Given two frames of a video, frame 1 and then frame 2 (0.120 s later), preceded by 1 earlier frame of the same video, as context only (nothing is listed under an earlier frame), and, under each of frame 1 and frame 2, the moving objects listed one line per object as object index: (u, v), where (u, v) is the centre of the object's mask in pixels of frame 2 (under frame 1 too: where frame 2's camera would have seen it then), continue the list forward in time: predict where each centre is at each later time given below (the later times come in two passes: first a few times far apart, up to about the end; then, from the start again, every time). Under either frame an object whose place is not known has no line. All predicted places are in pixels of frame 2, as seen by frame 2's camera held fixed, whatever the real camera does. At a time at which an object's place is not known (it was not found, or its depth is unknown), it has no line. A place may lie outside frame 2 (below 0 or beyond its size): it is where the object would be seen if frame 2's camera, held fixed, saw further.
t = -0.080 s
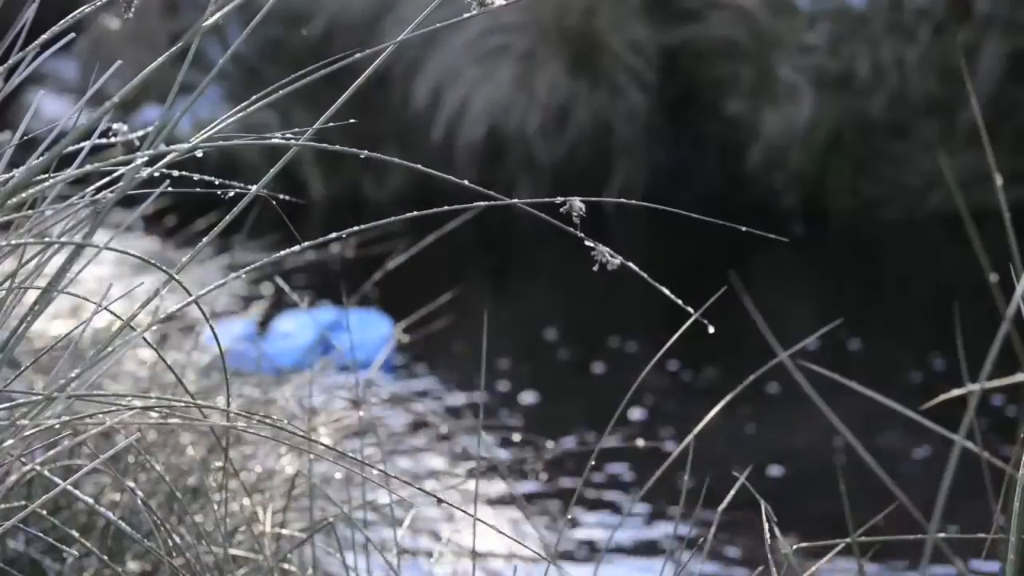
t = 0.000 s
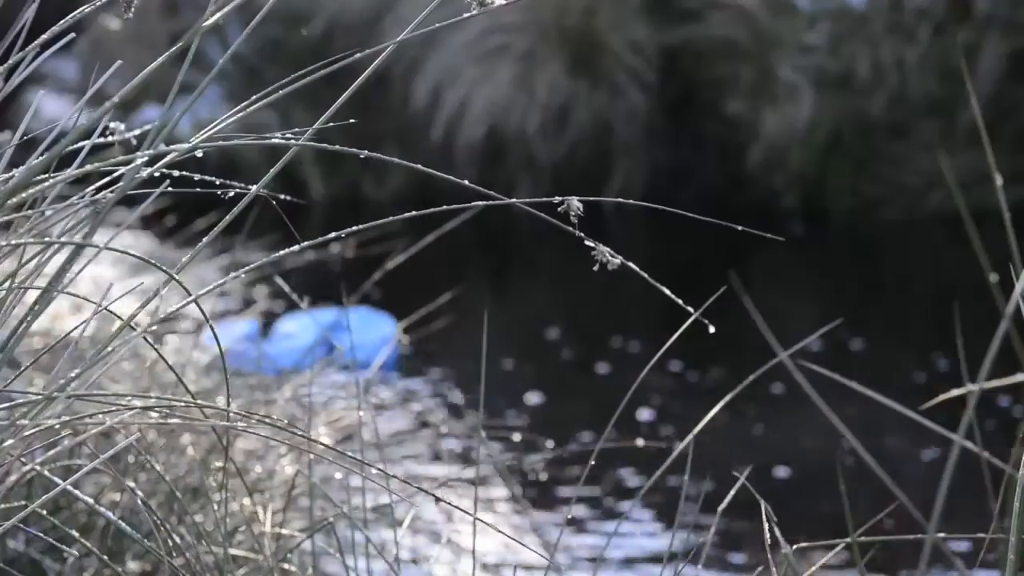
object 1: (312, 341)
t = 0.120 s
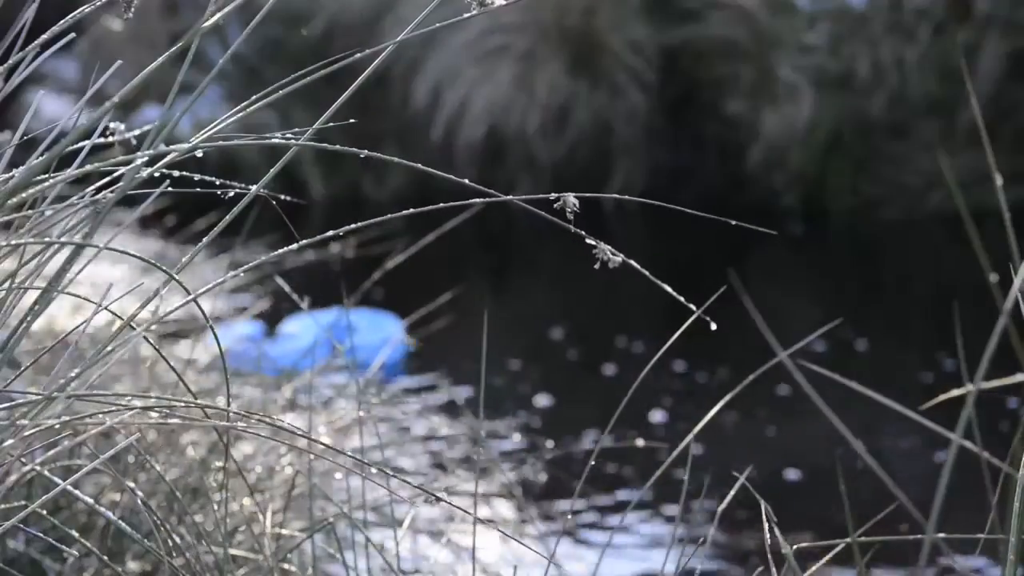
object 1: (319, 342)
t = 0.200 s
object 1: (320, 343)
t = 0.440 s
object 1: (332, 345)
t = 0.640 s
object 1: (343, 346)
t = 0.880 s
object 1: (359, 348)
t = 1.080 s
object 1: (369, 349)
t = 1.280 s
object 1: (381, 350)
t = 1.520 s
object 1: (392, 352)
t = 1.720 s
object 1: (403, 354)
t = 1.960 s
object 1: (416, 357)
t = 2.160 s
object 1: (426, 360)
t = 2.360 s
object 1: (433, 360)
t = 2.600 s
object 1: (444, 362)
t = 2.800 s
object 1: (455, 367)
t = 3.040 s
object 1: (467, 368)
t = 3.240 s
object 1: (475, 368)
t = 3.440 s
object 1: (485, 372)
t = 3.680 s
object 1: (495, 373)
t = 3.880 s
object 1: (507, 375)
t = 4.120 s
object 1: (516, 377)
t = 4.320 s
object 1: (527, 380)
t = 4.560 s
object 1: (537, 381)
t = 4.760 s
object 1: (548, 382)
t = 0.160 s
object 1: (319, 342)
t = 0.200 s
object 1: (320, 343)
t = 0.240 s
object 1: (322, 343)
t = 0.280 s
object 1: (323, 343)
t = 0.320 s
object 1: (325, 344)
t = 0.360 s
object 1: (326, 344)
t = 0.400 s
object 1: (330, 344)
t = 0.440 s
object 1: (332, 345)
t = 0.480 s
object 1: (333, 345)
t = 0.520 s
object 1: (335, 345)
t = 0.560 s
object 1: (338, 345)
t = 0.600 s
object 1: (340, 345)
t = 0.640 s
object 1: (343, 346)
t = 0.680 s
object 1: (348, 347)
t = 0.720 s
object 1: (350, 348)
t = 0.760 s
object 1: (352, 347)
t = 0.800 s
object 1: (354, 347)
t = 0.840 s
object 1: (355, 347)
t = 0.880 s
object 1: (359, 348)
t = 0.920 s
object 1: (361, 348)
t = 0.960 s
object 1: (362, 348)
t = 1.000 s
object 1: (365, 348)
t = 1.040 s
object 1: (366, 348)
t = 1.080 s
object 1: (369, 349)
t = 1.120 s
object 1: (371, 349)
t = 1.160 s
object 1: (373, 349)
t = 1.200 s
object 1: (376, 350)
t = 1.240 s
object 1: (378, 350)
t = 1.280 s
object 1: (381, 350)
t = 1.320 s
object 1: (383, 350)
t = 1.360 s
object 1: (385, 351)
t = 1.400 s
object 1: (387, 351)
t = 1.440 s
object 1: (389, 352)
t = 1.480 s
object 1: (390, 352)
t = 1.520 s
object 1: (392, 352)
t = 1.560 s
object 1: (393, 352)
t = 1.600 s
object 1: (397, 352)
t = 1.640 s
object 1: (400, 353)
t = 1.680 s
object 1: (400, 354)
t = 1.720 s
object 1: (403, 354)
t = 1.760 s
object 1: (404, 354)
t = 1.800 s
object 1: (406, 355)
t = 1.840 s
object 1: (408, 356)
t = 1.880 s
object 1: (412, 356)
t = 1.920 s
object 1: (413, 357)
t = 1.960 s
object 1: (416, 357)
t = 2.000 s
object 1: (418, 359)
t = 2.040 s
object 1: (418, 358)
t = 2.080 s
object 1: (419, 358)
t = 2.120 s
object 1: (422, 357)
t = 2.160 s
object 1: (426, 360)
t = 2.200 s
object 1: (428, 360)
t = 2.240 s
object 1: (428, 359)
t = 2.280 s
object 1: (430, 360)
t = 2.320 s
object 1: (432, 360)
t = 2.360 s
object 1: (433, 360)
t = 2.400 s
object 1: (435, 360)
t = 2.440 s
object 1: (438, 361)
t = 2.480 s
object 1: (440, 362)
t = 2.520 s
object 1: (442, 363)
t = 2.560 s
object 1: (442, 363)
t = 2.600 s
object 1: (444, 362)
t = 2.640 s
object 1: (446, 363)
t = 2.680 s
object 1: (448, 363)
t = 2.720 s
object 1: (450, 364)
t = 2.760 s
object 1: (452, 367)
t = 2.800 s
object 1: (455, 367)
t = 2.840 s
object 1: (456, 367)
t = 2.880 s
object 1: (457, 367)
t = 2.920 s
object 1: (459, 366)
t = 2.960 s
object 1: (461, 367)
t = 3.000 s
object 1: (465, 368)
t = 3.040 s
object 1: (467, 368)
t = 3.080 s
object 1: (469, 369)
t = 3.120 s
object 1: (471, 369)
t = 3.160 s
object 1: (471, 368)
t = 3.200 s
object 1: (473, 368)
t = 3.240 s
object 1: (475, 368)
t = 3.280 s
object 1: (477, 369)
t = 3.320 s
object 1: (480, 370)
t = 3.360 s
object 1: (482, 371)
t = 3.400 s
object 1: (484, 372)
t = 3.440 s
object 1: (485, 372)
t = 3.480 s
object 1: (487, 372)
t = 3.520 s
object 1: (489, 372)
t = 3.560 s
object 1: (491, 372)
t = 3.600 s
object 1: (492, 372)
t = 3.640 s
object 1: (494, 372)
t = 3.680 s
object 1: (495, 373)
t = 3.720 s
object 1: (498, 373)
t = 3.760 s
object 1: (500, 374)
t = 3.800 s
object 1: (502, 375)
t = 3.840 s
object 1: (505, 375)
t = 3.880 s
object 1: (507, 375)
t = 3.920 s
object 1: (508, 376)
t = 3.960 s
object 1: (510, 376)
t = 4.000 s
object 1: (511, 376)
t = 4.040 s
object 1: (513, 377)
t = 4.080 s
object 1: (514, 377)
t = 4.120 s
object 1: (516, 377)
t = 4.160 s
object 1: (519, 378)
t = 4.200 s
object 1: (521, 378)
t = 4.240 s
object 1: (523, 379)
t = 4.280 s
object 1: (525, 379)
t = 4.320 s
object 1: (527, 380)
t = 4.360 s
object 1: (529, 380)
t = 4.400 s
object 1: (530, 380)
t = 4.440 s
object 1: (532, 380)
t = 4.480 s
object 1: (534, 380)
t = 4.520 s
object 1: (535, 381)
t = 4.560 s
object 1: (537, 381)
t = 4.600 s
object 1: (539, 382)
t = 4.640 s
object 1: (542, 382)
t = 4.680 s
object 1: (544, 382)
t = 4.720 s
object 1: (546, 382)
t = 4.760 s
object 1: (548, 382)
